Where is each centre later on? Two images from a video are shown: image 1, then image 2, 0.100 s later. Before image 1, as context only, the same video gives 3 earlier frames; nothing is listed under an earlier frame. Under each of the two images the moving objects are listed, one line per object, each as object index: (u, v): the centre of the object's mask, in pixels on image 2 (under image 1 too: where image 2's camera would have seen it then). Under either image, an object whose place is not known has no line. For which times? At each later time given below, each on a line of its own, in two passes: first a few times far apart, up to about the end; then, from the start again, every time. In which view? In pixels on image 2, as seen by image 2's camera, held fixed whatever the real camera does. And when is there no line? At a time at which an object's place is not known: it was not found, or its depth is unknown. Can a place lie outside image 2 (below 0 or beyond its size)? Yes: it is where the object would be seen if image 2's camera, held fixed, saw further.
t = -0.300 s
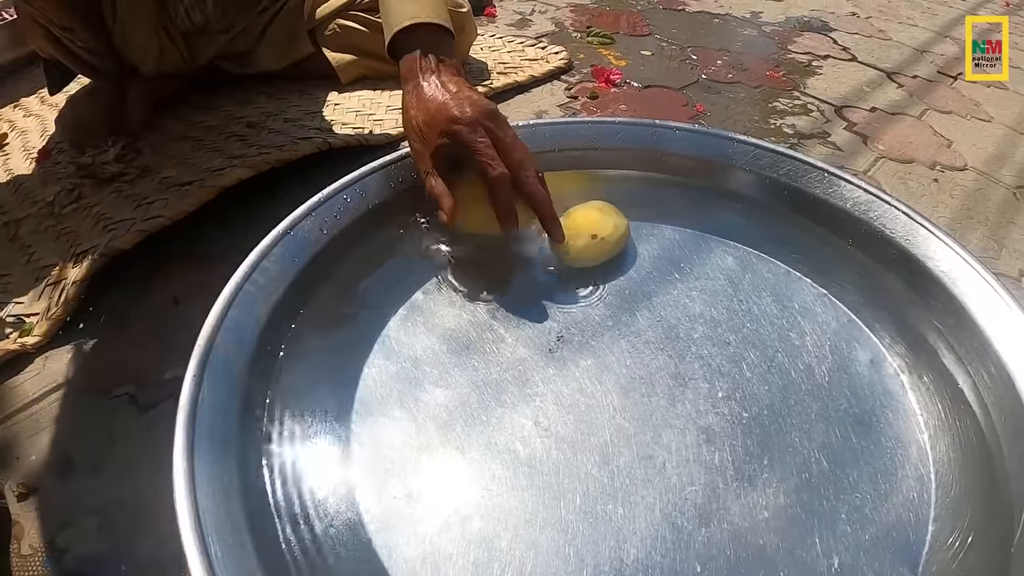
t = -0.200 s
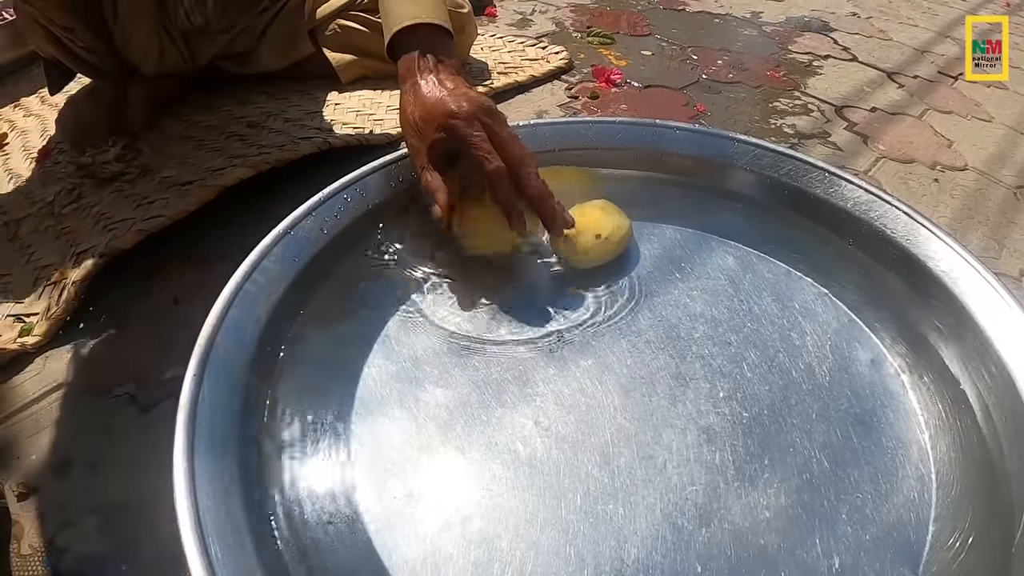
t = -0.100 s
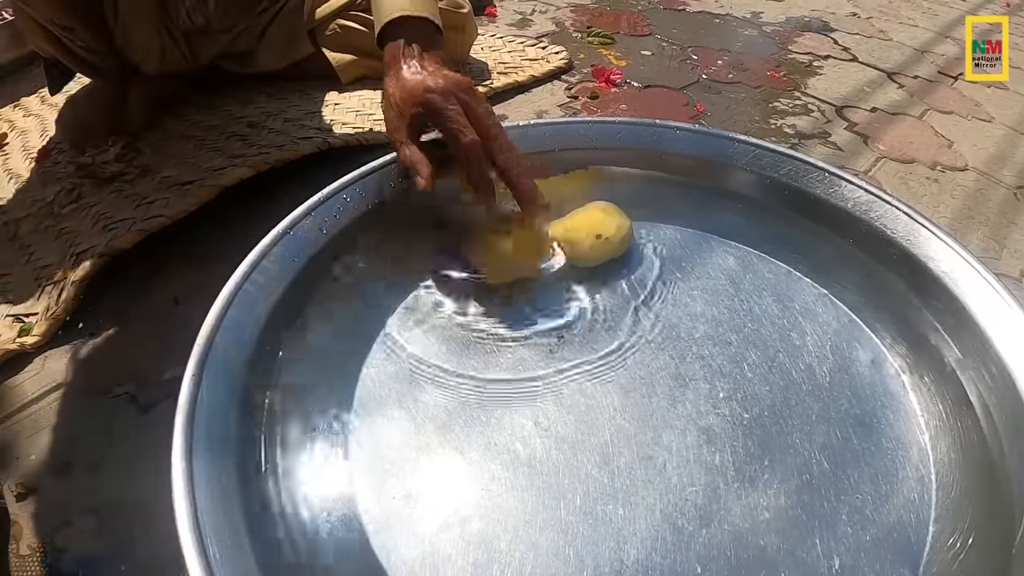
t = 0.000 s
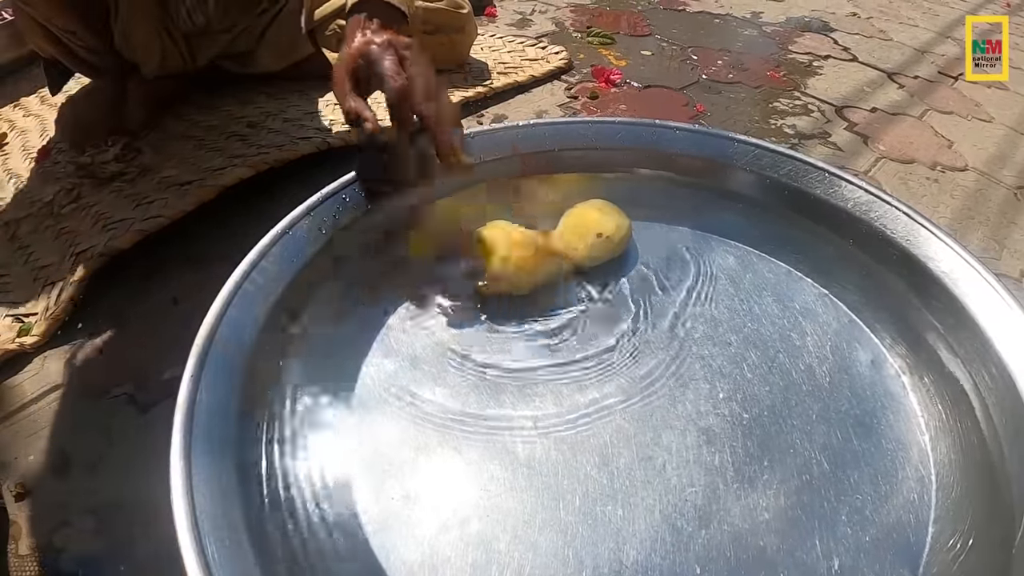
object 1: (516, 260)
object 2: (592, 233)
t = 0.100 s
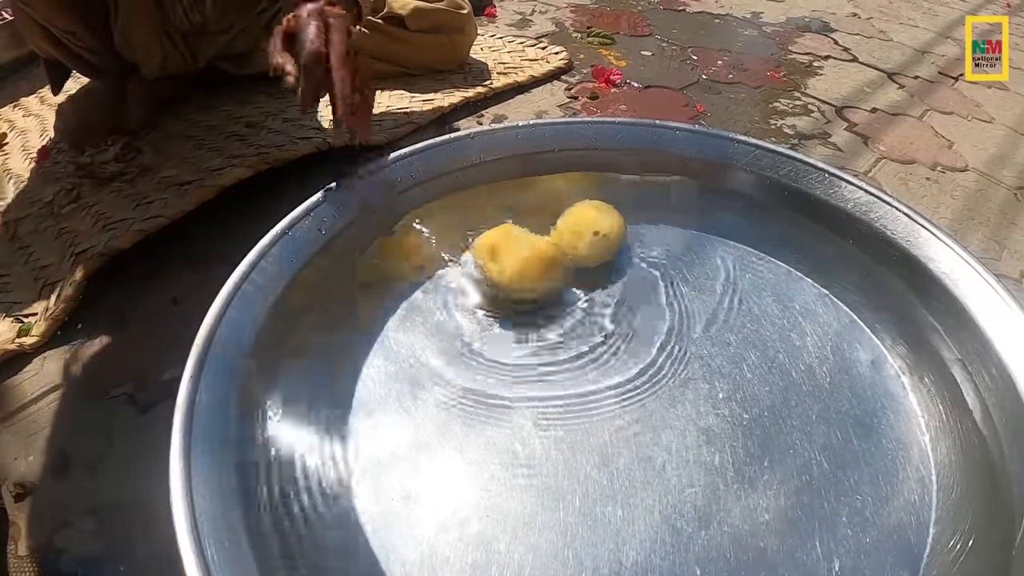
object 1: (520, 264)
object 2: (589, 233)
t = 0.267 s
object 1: (523, 278)
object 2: (582, 230)
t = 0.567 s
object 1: (530, 291)
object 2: (572, 229)
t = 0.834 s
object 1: (531, 294)
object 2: (568, 229)
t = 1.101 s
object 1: (530, 294)
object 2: (567, 229)
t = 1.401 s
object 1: (531, 294)
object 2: (571, 229)
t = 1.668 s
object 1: (530, 295)
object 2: (579, 232)
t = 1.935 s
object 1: (530, 291)
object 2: (587, 233)
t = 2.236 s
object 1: (527, 287)
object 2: (587, 233)
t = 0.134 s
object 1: (520, 267)
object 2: (588, 233)
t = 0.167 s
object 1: (522, 272)
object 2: (585, 231)
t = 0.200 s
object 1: (523, 275)
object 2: (584, 231)
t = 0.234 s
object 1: (523, 276)
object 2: (583, 230)
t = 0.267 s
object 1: (523, 278)
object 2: (582, 230)
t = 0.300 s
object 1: (525, 280)
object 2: (580, 230)
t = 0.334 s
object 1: (527, 283)
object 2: (579, 230)
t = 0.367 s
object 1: (527, 284)
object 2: (578, 229)
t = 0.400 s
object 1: (529, 288)
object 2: (576, 230)
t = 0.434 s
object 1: (530, 289)
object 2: (575, 230)
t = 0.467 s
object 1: (531, 289)
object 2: (574, 229)
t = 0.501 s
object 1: (530, 290)
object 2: (573, 229)
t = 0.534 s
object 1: (530, 291)
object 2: (573, 229)
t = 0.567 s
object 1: (530, 291)
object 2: (572, 229)
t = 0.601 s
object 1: (531, 292)
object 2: (572, 229)
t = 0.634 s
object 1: (531, 292)
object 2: (571, 230)
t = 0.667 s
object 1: (531, 293)
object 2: (570, 230)
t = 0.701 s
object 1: (532, 293)
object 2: (569, 230)
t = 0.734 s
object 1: (532, 294)
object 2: (569, 230)
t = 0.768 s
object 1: (531, 294)
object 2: (568, 229)
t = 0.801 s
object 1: (532, 293)
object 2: (568, 229)
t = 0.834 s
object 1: (531, 294)
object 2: (568, 229)
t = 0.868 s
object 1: (531, 294)
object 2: (568, 229)
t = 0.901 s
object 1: (531, 294)
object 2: (568, 229)
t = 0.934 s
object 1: (530, 294)
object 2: (567, 229)
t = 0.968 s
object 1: (531, 293)
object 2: (567, 229)
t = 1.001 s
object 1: (531, 294)
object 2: (567, 229)
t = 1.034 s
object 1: (531, 293)
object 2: (567, 229)
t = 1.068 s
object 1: (530, 294)
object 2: (567, 229)
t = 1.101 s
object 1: (530, 294)
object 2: (567, 229)
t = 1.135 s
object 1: (530, 294)
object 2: (567, 229)
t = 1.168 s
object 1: (531, 294)
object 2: (567, 229)
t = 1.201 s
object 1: (531, 294)
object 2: (568, 229)
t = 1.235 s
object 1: (531, 294)
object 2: (568, 229)
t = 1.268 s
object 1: (531, 294)
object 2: (568, 229)
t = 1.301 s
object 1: (531, 294)
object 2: (569, 229)
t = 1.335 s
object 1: (531, 294)
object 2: (569, 229)
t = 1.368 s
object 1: (531, 294)
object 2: (570, 229)
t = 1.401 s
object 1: (531, 294)
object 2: (571, 229)
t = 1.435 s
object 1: (531, 294)
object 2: (572, 230)
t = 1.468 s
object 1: (531, 294)
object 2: (573, 230)
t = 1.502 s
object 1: (531, 294)
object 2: (574, 231)
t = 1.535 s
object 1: (530, 294)
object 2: (575, 231)
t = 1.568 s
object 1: (530, 294)
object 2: (576, 231)
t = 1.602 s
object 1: (530, 294)
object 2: (577, 232)
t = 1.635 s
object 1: (530, 294)
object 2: (578, 232)
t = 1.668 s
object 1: (530, 295)
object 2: (579, 232)
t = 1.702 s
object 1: (530, 294)
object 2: (580, 233)
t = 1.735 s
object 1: (530, 295)
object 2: (581, 233)
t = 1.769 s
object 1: (531, 294)
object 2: (583, 234)
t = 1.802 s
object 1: (530, 293)
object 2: (584, 234)
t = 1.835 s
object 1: (530, 293)
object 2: (585, 234)
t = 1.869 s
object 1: (530, 293)
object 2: (585, 234)
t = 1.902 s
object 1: (530, 292)
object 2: (586, 233)
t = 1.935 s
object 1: (530, 291)
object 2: (587, 233)
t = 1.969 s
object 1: (529, 290)
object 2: (587, 233)
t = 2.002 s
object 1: (529, 289)
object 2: (587, 233)
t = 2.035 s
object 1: (528, 289)
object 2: (587, 233)
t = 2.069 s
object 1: (528, 289)
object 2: (587, 233)
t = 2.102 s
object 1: (528, 287)
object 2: (587, 233)
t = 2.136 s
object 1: (528, 287)
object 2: (587, 233)
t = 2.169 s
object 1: (527, 287)
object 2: (587, 233)
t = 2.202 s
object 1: (527, 287)
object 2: (587, 233)
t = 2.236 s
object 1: (527, 287)
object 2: (587, 233)
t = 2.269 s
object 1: (528, 288)
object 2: (588, 234)
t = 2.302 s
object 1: (528, 289)
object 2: (589, 234)
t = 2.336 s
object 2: (590, 234)
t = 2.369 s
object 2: (591, 234)
